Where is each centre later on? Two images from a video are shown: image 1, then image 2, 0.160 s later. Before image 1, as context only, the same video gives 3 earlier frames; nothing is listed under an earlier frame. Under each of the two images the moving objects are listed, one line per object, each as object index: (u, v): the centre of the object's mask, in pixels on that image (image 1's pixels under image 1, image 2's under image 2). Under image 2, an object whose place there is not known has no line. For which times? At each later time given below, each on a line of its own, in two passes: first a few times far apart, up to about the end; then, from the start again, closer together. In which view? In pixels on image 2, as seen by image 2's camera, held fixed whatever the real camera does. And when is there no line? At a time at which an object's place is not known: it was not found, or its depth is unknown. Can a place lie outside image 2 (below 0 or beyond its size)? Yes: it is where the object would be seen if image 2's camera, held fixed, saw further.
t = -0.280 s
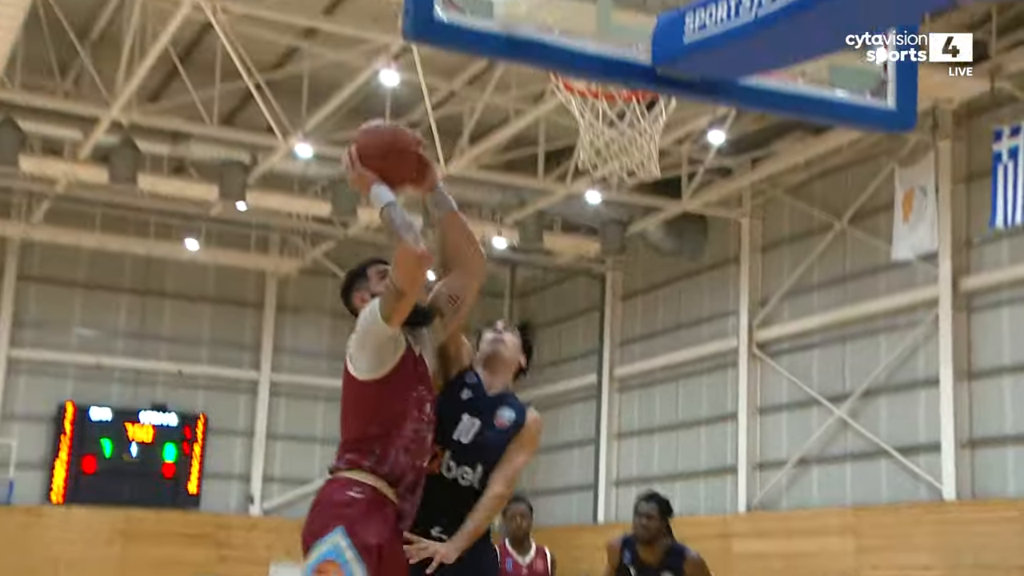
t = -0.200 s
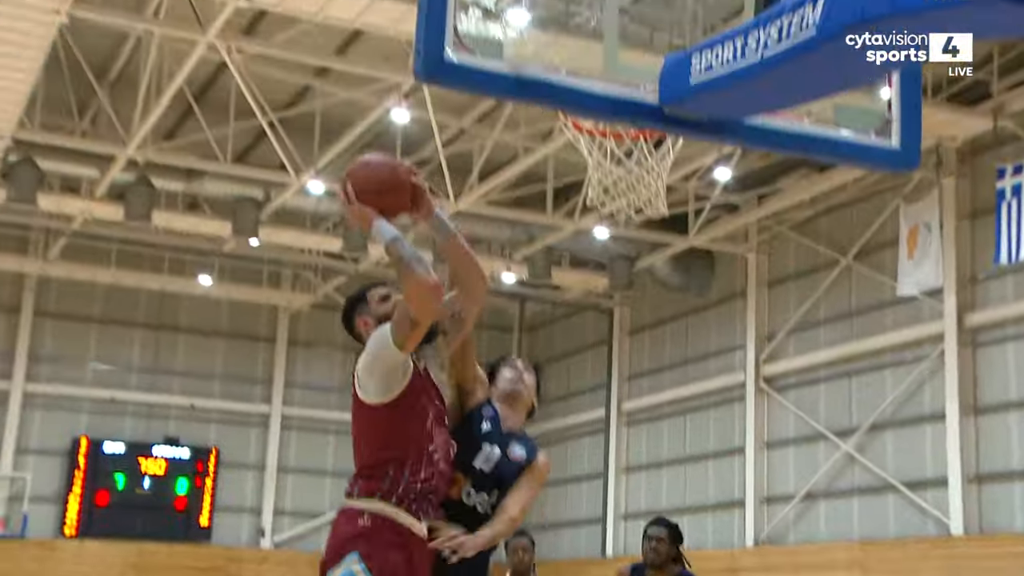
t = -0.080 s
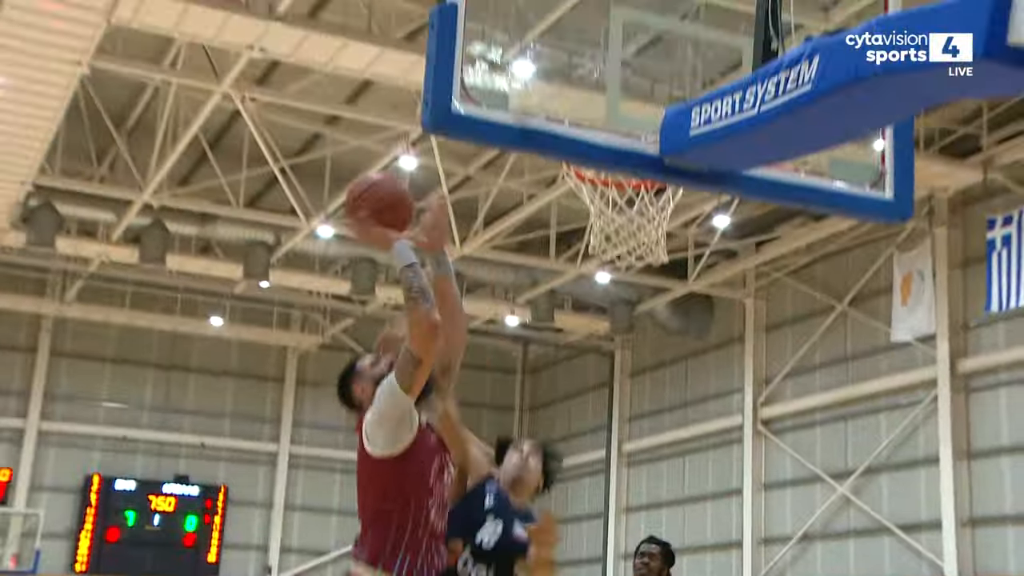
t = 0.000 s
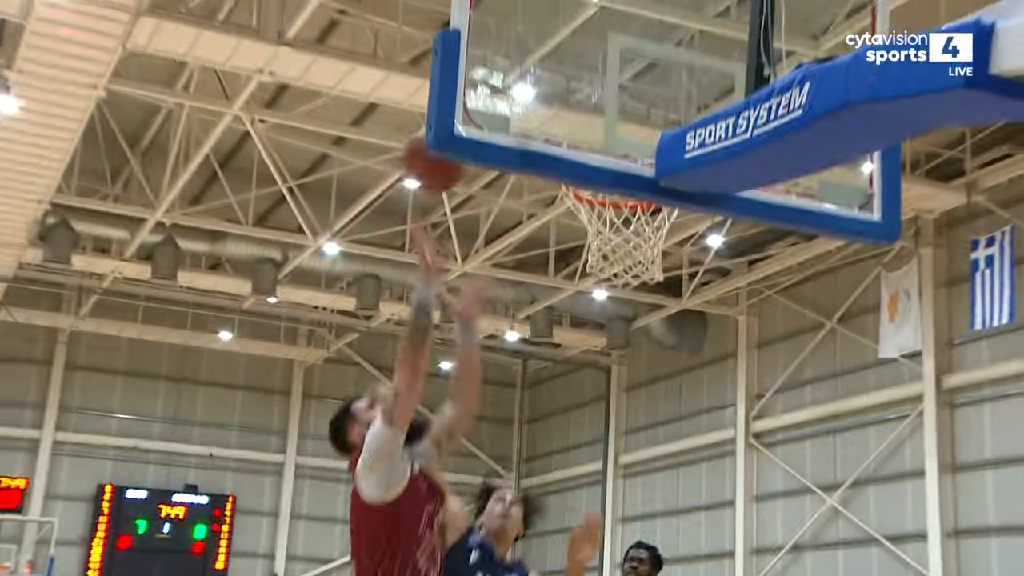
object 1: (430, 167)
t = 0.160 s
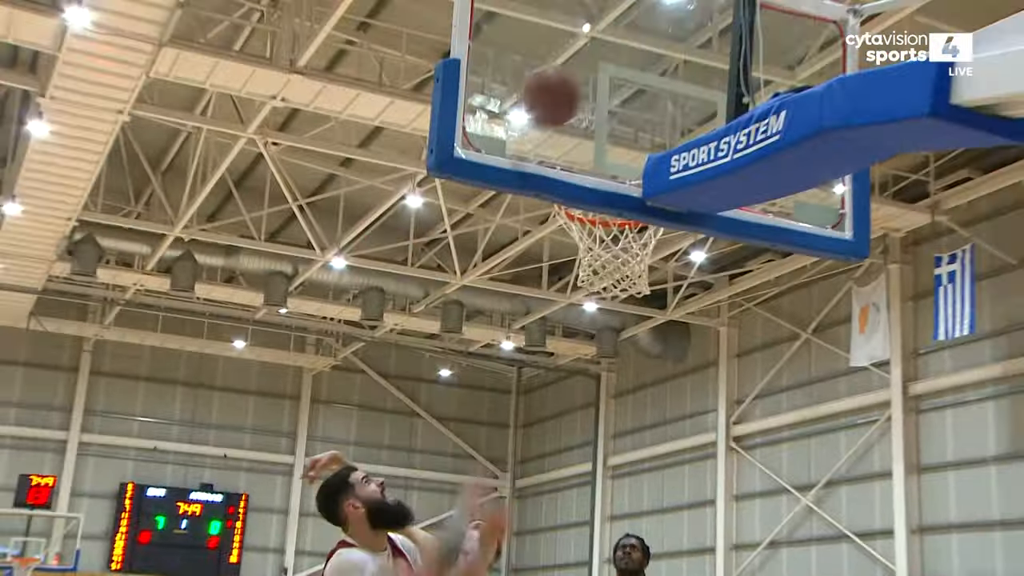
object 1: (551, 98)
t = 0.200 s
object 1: (575, 79)
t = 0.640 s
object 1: (626, 281)
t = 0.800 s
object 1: (604, 352)
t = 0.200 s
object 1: (575, 79)
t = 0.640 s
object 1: (626, 281)
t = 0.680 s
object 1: (624, 288)
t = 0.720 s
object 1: (618, 305)
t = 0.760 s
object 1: (611, 327)
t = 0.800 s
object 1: (604, 352)
